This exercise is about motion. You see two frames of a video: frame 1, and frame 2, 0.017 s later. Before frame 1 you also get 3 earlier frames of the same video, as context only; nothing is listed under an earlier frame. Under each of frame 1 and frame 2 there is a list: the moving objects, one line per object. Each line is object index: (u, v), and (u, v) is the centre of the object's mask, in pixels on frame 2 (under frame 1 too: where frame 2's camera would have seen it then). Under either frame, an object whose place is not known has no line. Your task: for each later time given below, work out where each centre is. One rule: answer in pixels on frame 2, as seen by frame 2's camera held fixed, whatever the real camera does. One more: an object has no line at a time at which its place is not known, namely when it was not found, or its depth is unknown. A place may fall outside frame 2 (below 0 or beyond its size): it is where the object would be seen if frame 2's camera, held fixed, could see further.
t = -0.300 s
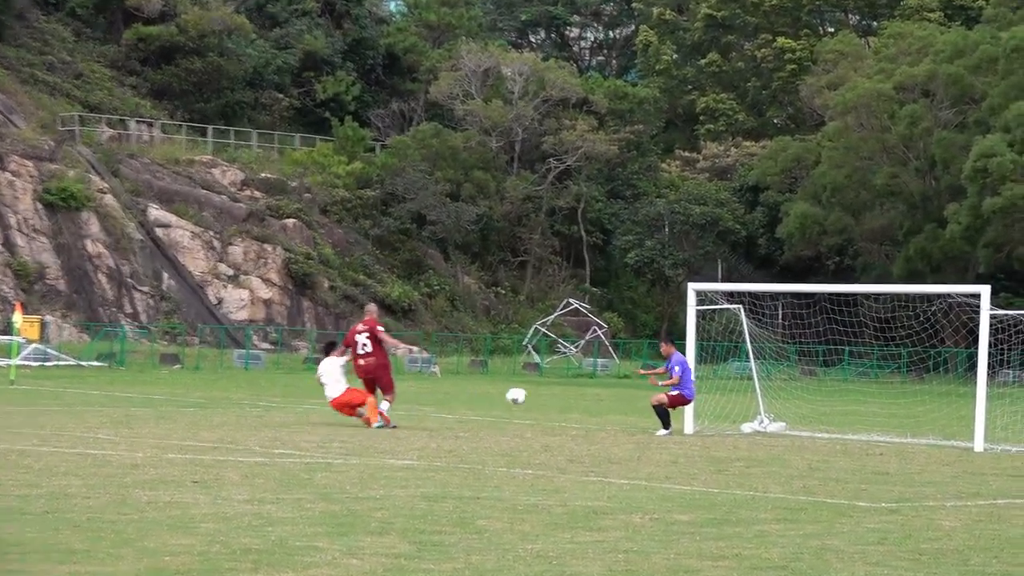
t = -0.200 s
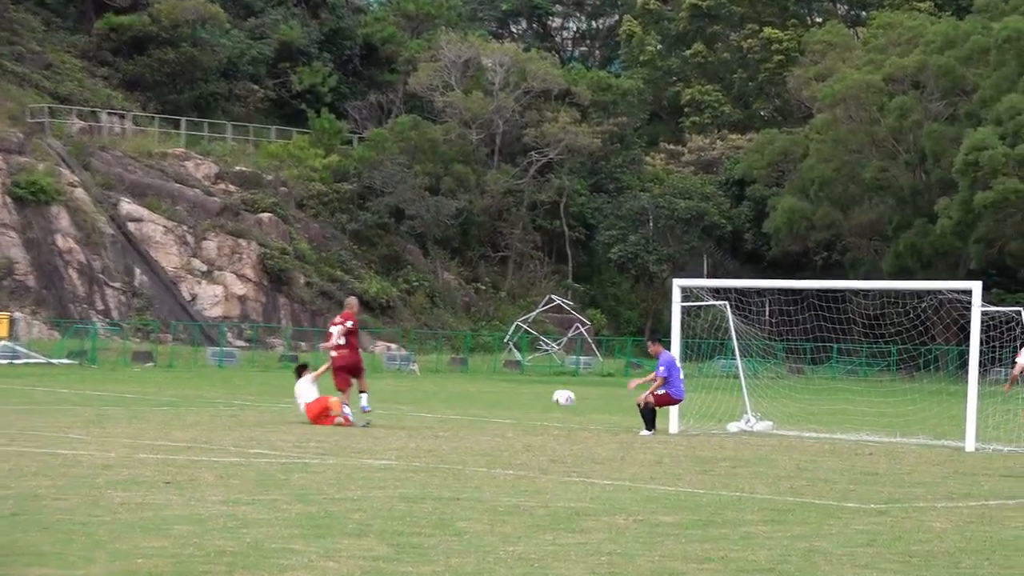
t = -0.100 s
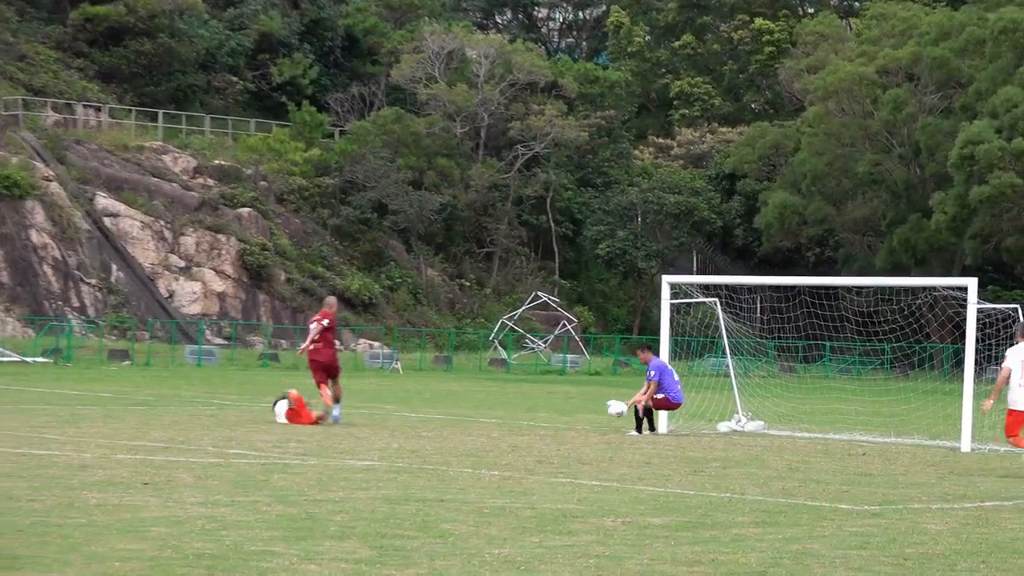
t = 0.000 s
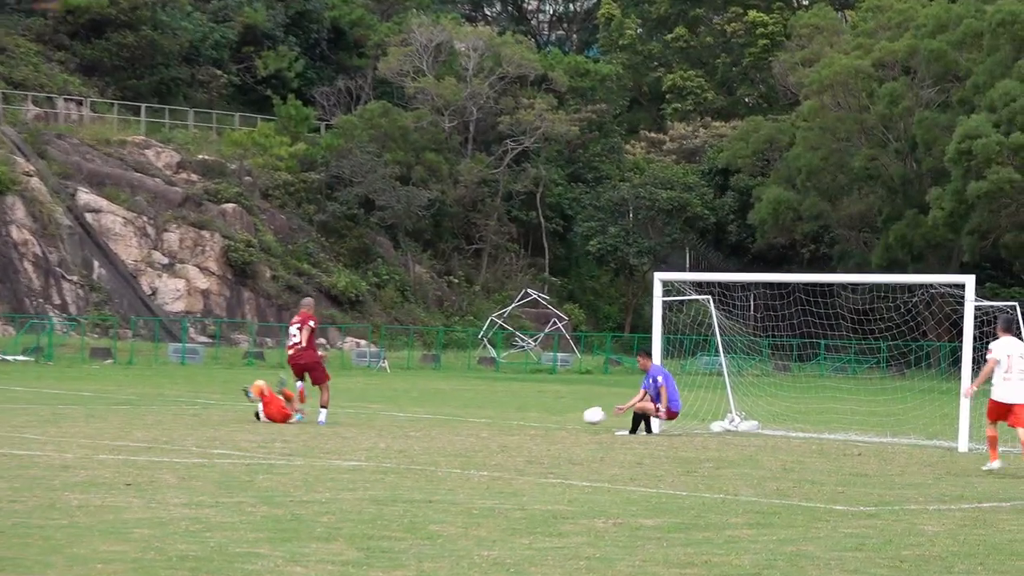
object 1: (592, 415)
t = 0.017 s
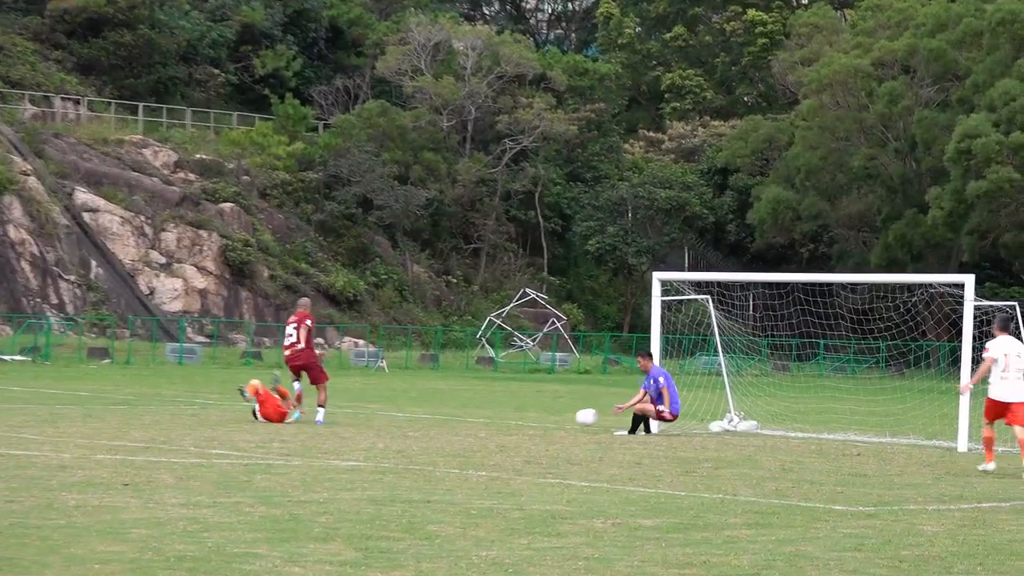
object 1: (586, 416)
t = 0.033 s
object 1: (580, 418)
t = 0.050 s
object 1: (573, 420)
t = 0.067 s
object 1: (567, 423)
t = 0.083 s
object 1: (561, 425)
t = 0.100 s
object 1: (554, 426)
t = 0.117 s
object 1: (550, 426)
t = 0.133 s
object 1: (546, 424)
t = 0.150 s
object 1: (543, 423)
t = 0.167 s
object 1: (539, 422)
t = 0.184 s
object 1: (535, 420)
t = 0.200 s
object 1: (531, 419)
